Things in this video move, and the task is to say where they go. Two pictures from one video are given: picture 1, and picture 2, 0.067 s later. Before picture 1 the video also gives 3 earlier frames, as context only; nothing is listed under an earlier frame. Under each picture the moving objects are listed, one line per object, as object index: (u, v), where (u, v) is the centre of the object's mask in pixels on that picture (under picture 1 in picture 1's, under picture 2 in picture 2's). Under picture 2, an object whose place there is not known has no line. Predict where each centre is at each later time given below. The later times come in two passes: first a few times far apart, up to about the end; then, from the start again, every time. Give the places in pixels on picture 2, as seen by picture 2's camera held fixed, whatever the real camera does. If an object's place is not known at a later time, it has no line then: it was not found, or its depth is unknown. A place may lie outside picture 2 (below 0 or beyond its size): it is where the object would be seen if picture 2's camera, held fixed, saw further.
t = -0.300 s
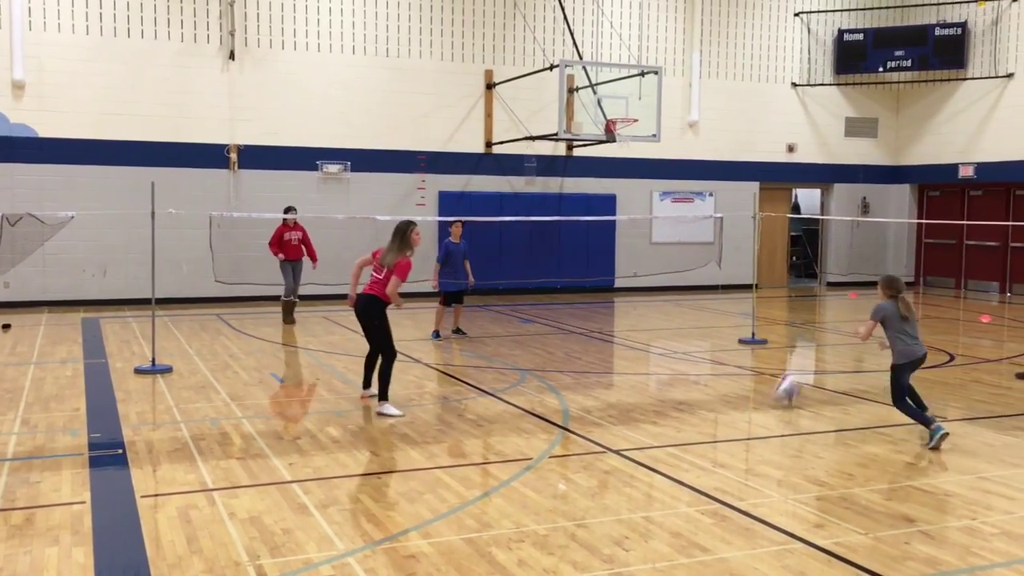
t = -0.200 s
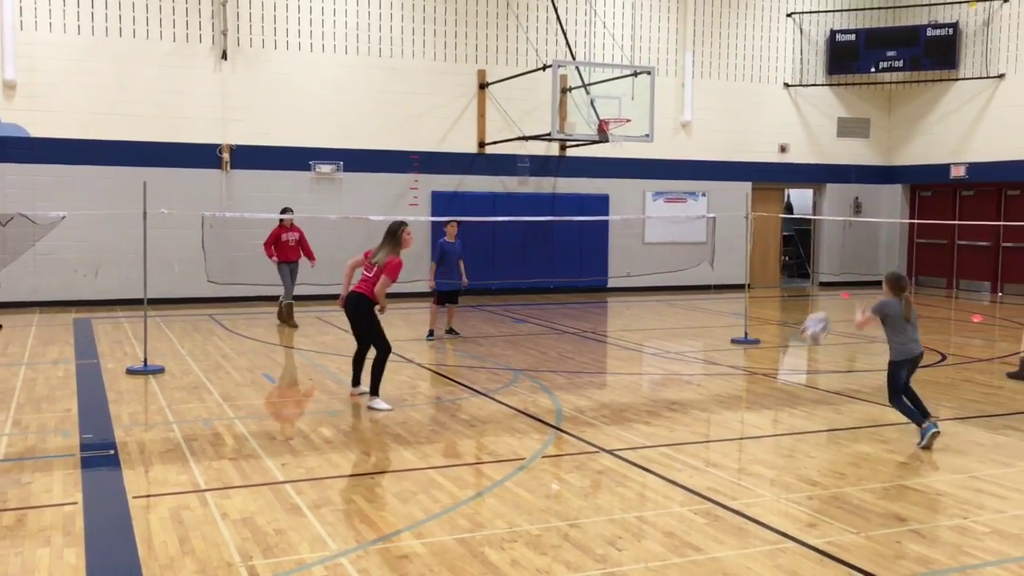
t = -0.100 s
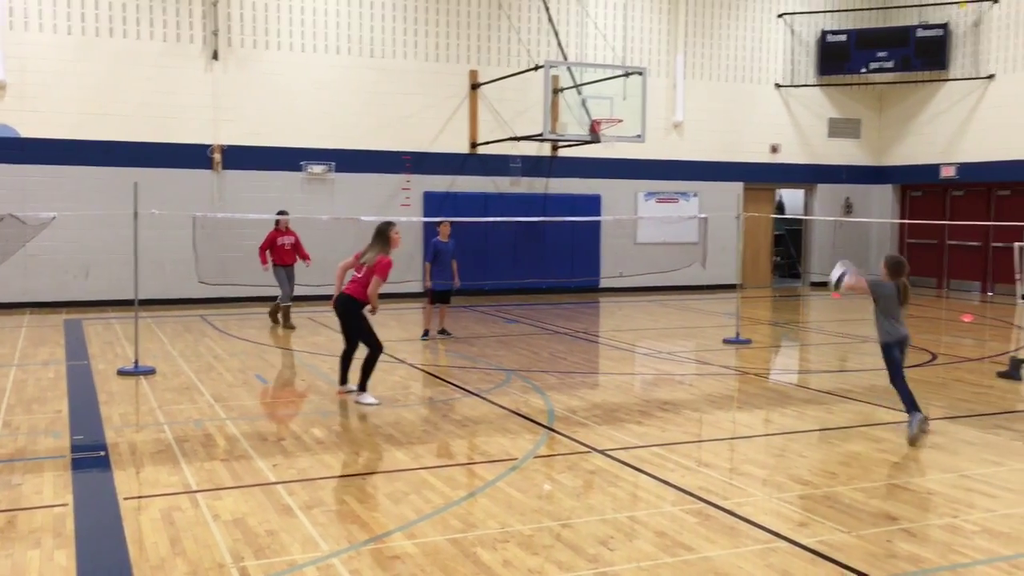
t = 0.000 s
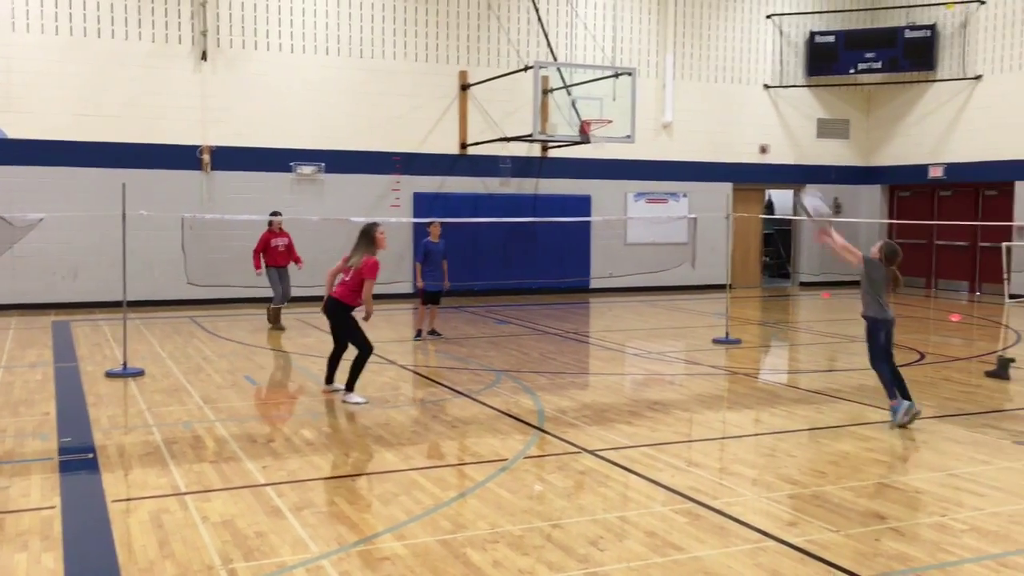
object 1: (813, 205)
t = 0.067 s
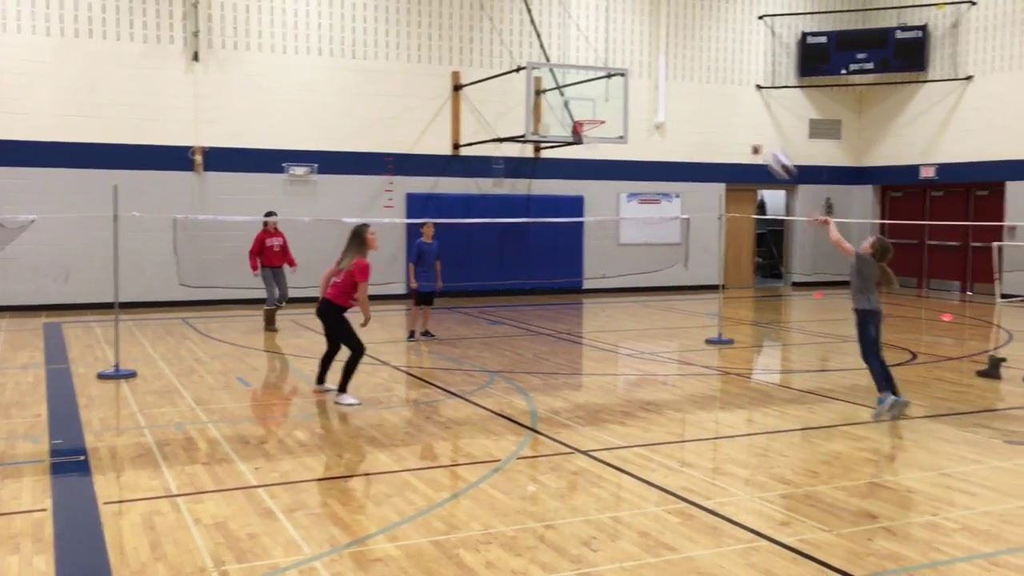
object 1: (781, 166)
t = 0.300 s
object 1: (695, 54)
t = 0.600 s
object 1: (606, 16)
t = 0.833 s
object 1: (549, 48)
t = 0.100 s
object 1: (765, 142)
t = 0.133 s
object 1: (752, 123)
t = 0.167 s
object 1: (739, 106)
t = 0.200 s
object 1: (728, 91)
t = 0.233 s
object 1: (717, 77)
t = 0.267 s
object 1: (704, 65)
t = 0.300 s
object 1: (695, 54)
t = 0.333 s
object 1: (684, 45)
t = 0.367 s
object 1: (673, 37)
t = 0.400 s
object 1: (663, 29)
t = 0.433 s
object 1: (653, 25)
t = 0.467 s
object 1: (643, 20)
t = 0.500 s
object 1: (634, 17)
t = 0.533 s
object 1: (625, 16)
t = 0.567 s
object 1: (615, 15)
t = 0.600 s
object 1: (606, 16)
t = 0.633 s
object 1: (598, 17)
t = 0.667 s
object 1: (589, 21)
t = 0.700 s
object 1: (581, 23)
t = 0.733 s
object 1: (573, 28)
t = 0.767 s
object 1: (564, 34)
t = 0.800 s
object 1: (556, 41)
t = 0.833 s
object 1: (549, 48)
